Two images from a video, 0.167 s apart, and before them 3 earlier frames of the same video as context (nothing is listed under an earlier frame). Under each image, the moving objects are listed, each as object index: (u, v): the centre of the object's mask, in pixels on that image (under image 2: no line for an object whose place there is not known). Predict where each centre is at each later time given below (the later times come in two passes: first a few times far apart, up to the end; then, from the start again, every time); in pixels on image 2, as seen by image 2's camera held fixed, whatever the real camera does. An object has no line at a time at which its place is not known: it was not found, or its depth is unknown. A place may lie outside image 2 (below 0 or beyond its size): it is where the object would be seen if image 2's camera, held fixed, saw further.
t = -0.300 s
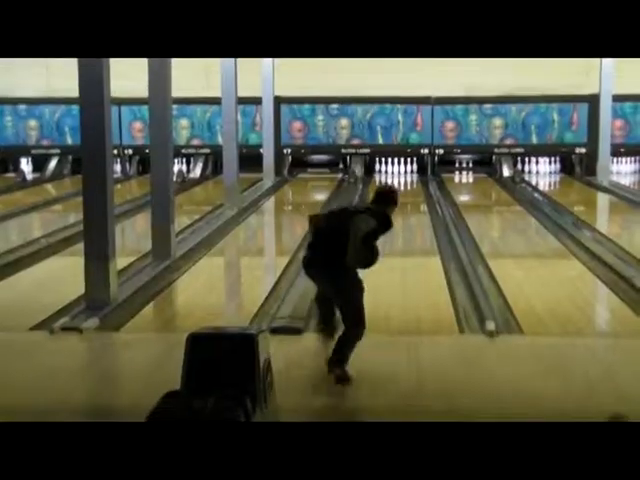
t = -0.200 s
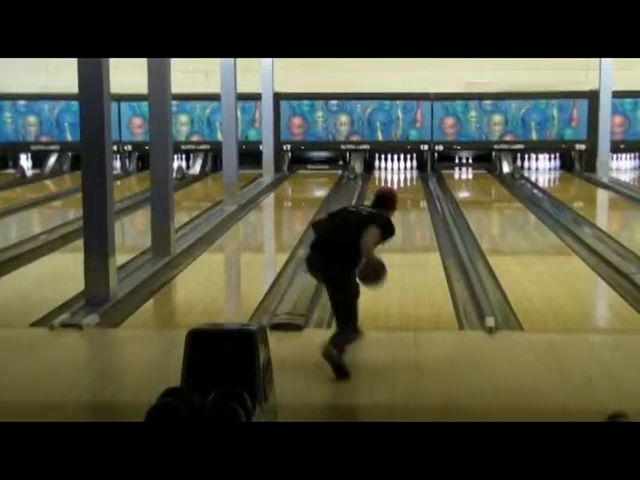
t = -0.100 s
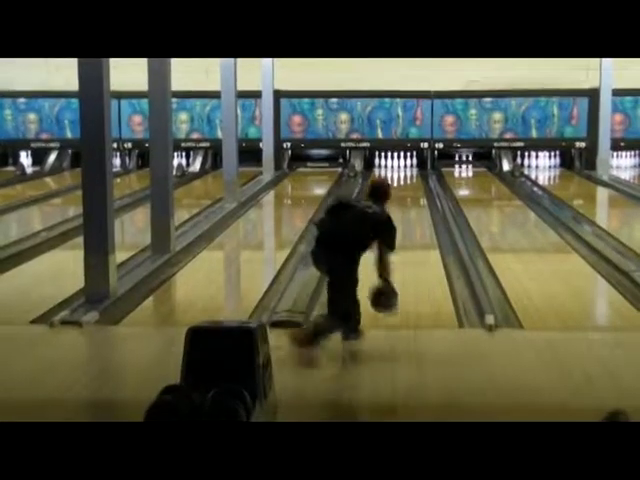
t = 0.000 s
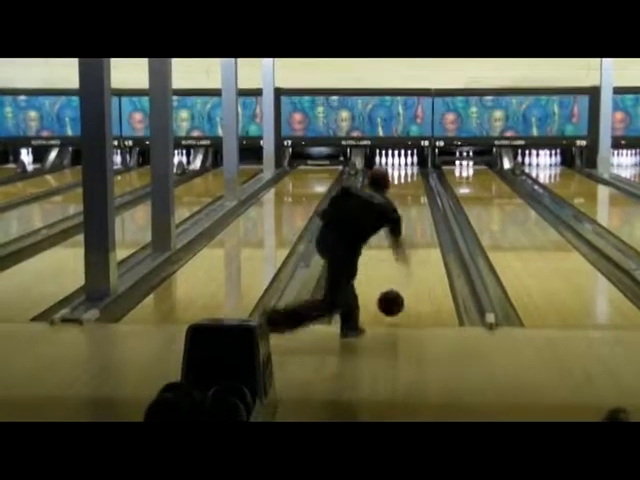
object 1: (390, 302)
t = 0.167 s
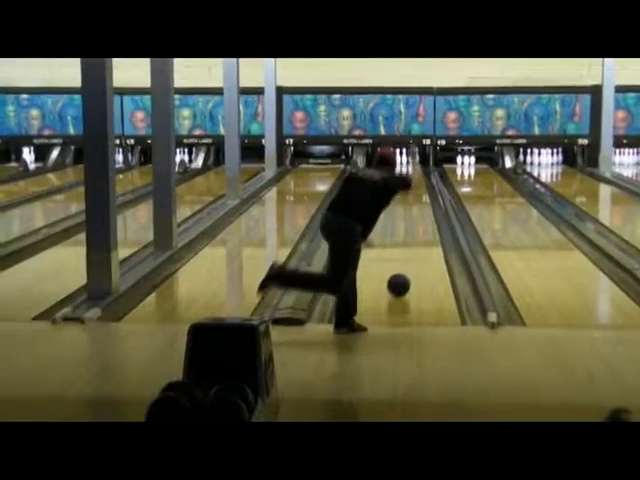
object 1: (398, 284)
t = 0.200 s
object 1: (399, 281)
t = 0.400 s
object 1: (404, 256)
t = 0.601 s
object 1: (407, 238)
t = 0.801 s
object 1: (408, 222)
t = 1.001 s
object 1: (409, 210)
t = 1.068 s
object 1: (409, 206)
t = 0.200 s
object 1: (399, 281)
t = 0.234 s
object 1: (400, 276)
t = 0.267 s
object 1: (401, 272)
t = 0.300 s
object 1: (401, 268)
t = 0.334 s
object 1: (402, 264)
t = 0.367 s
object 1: (403, 260)
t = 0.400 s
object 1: (404, 256)
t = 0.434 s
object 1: (404, 253)
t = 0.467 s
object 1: (405, 250)
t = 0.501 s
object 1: (405, 247)
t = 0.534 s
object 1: (406, 243)
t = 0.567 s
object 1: (406, 240)
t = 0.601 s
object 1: (407, 238)
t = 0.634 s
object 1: (407, 235)
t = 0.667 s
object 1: (407, 232)
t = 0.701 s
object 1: (407, 229)
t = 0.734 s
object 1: (408, 227)
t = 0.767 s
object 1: (408, 224)
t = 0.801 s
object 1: (408, 222)
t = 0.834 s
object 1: (408, 220)
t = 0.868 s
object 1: (408, 218)
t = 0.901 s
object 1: (409, 215)
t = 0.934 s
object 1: (409, 213)
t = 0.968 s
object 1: (409, 212)
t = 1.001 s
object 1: (409, 210)
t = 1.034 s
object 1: (409, 208)
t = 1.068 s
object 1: (409, 206)
